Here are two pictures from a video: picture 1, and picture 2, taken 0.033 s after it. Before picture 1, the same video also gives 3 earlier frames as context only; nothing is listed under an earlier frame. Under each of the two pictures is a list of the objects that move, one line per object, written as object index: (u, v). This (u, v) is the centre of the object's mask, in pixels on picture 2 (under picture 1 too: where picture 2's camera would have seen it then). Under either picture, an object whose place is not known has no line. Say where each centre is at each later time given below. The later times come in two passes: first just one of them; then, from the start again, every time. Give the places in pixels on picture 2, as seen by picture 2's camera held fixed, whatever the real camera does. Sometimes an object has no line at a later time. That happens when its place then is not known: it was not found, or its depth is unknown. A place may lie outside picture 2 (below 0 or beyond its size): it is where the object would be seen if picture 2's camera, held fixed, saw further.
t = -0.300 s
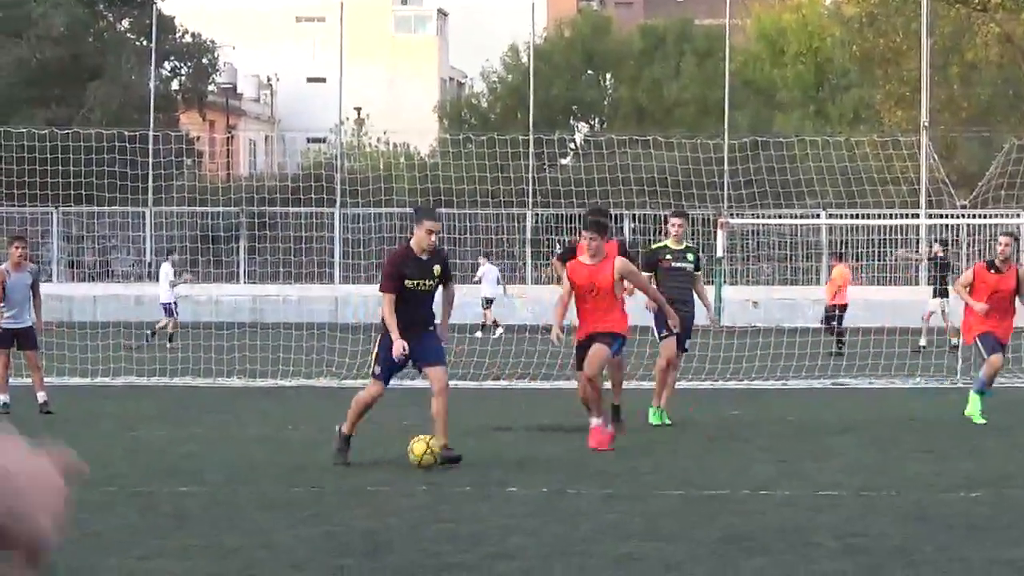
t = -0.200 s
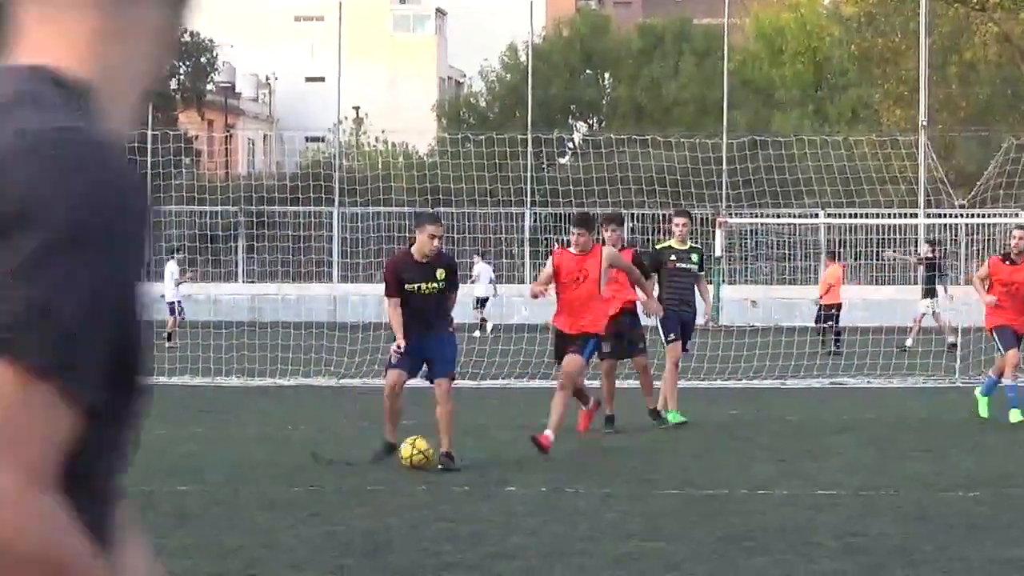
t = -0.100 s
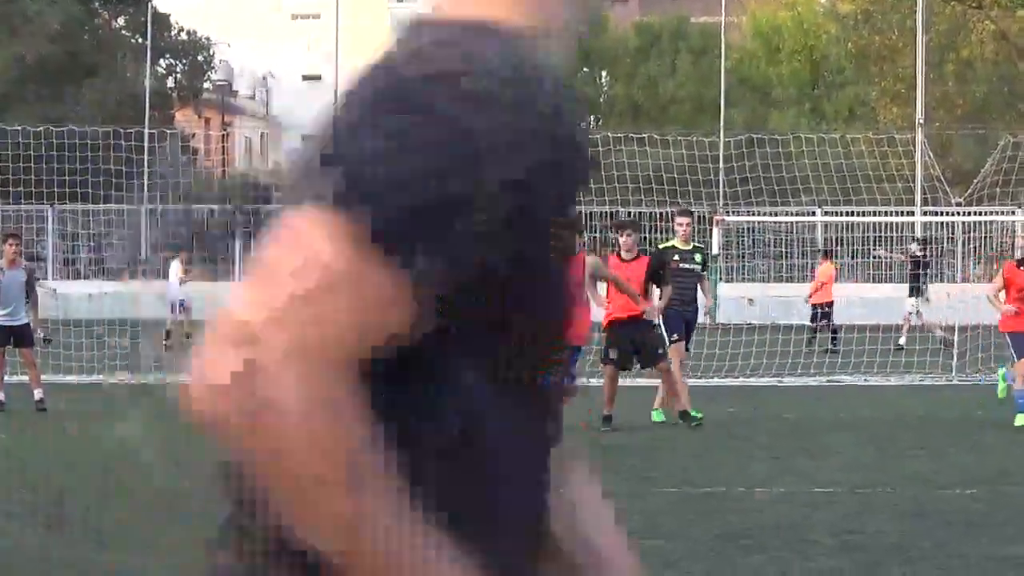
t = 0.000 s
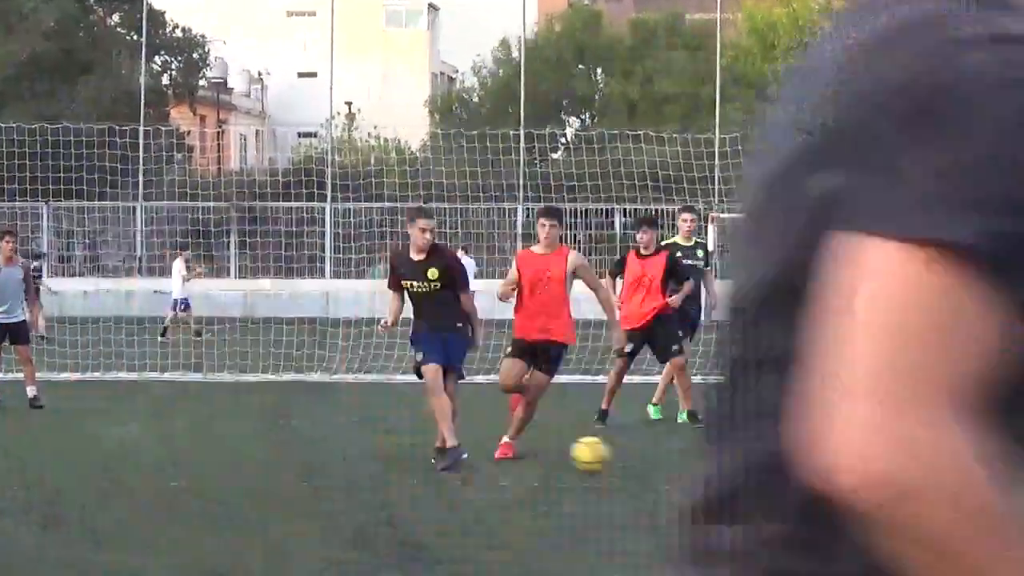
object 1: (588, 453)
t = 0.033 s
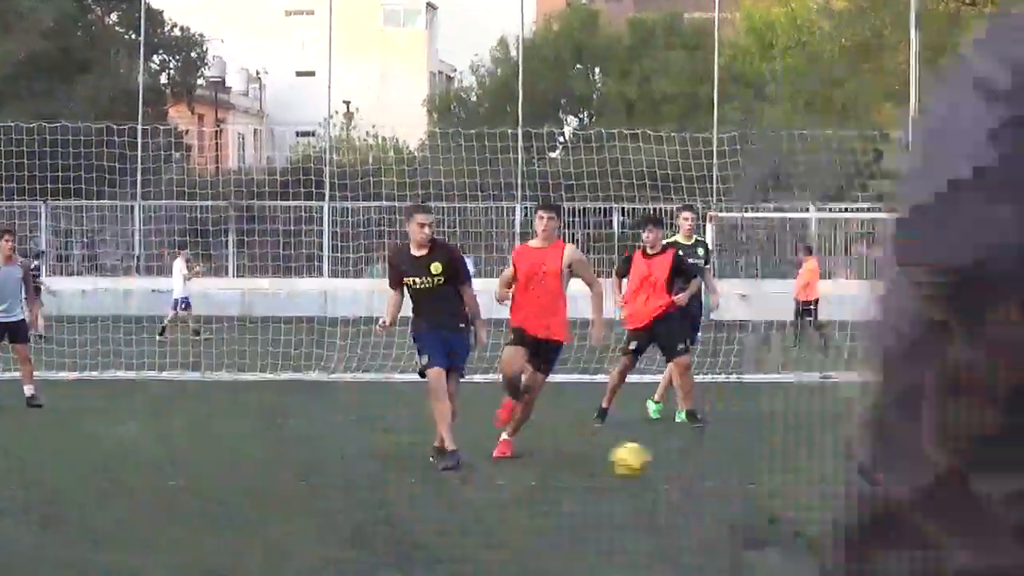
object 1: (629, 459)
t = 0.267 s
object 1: (940, 502)
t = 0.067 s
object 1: (671, 469)
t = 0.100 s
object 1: (715, 481)
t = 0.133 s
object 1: (761, 490)
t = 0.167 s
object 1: (804, 488)
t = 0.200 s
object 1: (849, 490)
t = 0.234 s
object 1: (894, 496)
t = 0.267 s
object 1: (940, 502)
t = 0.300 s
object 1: (992, 514)
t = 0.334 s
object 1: (1043, 524)
